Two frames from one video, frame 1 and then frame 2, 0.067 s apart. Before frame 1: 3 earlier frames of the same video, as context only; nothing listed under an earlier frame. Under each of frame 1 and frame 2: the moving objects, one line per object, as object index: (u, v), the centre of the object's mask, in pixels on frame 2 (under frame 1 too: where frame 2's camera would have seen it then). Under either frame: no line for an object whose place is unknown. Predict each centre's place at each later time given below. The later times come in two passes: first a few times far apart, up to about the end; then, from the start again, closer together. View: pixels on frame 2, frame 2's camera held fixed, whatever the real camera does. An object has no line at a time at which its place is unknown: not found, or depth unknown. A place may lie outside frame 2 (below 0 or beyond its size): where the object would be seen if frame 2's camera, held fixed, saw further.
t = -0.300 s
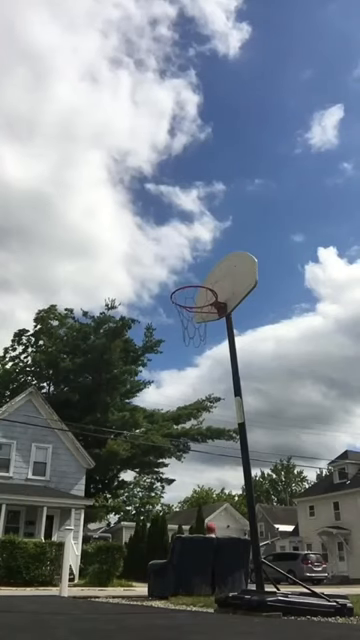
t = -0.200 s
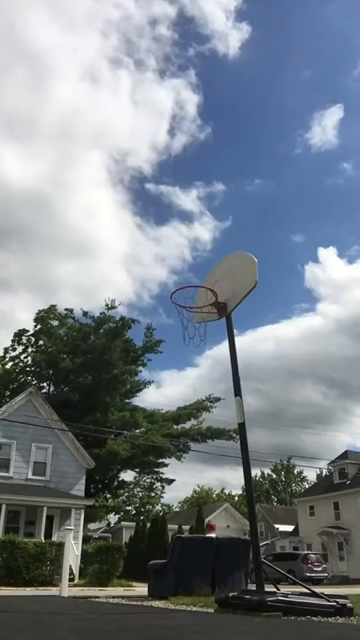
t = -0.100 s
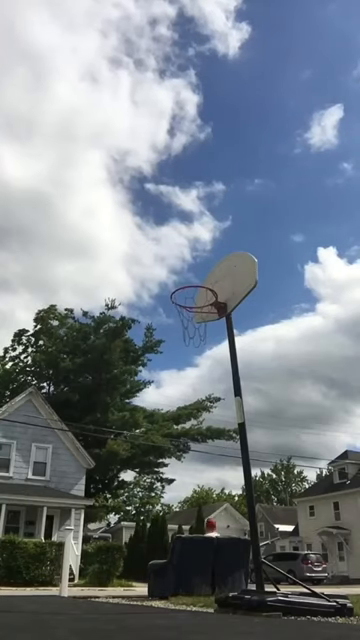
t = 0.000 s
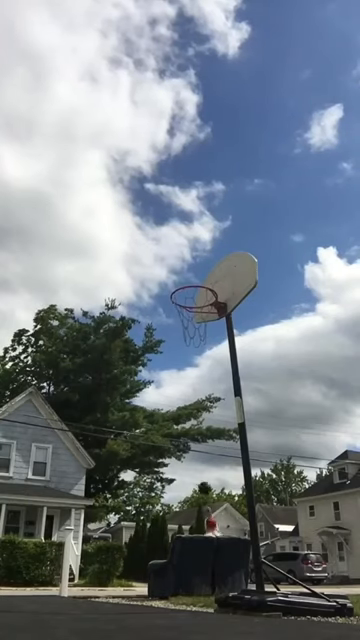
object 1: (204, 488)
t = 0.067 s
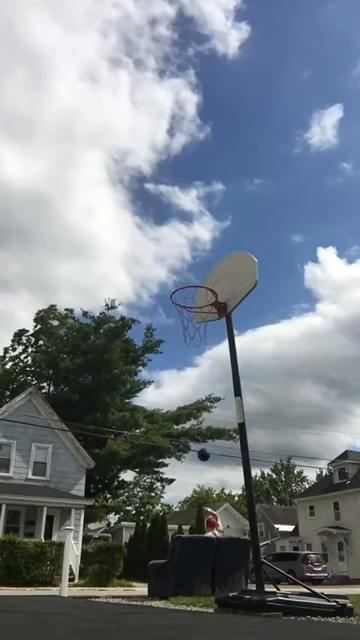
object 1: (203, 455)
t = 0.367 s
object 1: (200, 334)
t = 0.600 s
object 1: (199, 268)
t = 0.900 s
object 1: (198, 214)
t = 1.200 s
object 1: (197, 196)
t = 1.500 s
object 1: (198, 226)
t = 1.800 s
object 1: (196, 322)
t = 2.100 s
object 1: (181, 443)
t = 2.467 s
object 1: (153, 483)
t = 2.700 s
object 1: (136, 407)
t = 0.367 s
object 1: (200, 334)
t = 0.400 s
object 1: (200, 326)
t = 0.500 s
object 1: (196, 292)
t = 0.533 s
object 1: (197, 284)
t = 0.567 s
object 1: (199, 276)
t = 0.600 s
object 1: (199, 268)
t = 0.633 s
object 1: (199, 261)
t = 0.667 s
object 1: (198, 253)
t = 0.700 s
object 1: (198, 247)
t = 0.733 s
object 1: (198, 240)
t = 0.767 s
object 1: (198, 234)
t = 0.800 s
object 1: (198, 228)
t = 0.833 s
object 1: (198, 223)
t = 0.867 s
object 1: (198, 218)
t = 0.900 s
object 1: (198, 214)
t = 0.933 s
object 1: (198, 210)
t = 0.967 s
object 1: (198, 207)
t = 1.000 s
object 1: (198, 204)
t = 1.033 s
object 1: (198, 201)
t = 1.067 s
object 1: (197, 199)
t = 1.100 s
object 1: (197, 198)
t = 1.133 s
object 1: (197, 196)
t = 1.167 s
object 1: (197, 196)
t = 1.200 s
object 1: (197, 196)
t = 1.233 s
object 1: (197, 196)
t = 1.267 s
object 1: (197, 198)
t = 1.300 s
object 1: (197, 200)
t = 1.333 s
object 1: (198, 202)
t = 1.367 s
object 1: (198, 205)
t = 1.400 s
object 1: (198, 209)
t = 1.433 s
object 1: (198, 214)
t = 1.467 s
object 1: (198, 219)
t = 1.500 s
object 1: (198, 226)
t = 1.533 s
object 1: (198, 234)
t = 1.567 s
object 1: (199, 243)
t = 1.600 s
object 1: (199, 253)
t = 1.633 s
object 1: (199, 265)
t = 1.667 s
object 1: (200, 278)
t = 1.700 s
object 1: (200, 292)
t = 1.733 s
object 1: (199, 307)
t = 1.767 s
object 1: (198, 315)
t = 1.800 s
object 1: (196, 322)
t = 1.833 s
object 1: (195, 329)
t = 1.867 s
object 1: (193, 339)
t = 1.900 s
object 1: (192, 349)
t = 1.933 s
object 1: (190, 361)
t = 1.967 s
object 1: (188, 374)
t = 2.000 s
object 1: (187, 389)
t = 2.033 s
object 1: (186, 405)
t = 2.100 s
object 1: (181, 443)
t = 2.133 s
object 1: (180, 464)
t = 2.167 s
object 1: (178, 489)
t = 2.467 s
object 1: (153, 483)
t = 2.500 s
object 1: (150, 467)
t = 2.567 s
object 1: (144, 442)
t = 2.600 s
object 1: (142, 431)
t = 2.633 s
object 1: (138, 421)
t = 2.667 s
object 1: (137, 413)
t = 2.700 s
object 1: (136, 407)
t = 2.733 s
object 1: (134, 402)
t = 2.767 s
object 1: (131, 397)
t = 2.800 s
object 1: (129, 394)
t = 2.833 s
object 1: (127, 392)
